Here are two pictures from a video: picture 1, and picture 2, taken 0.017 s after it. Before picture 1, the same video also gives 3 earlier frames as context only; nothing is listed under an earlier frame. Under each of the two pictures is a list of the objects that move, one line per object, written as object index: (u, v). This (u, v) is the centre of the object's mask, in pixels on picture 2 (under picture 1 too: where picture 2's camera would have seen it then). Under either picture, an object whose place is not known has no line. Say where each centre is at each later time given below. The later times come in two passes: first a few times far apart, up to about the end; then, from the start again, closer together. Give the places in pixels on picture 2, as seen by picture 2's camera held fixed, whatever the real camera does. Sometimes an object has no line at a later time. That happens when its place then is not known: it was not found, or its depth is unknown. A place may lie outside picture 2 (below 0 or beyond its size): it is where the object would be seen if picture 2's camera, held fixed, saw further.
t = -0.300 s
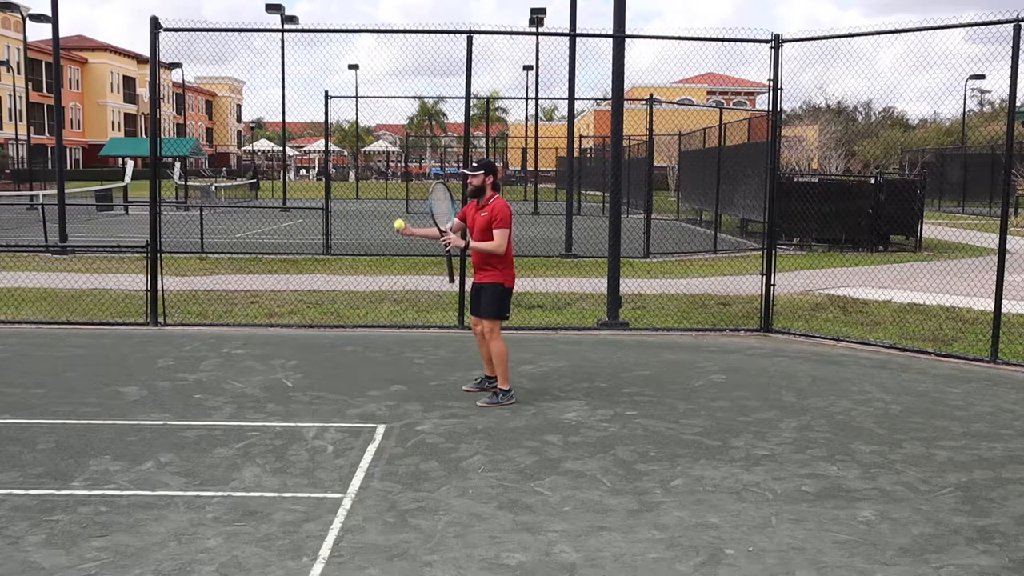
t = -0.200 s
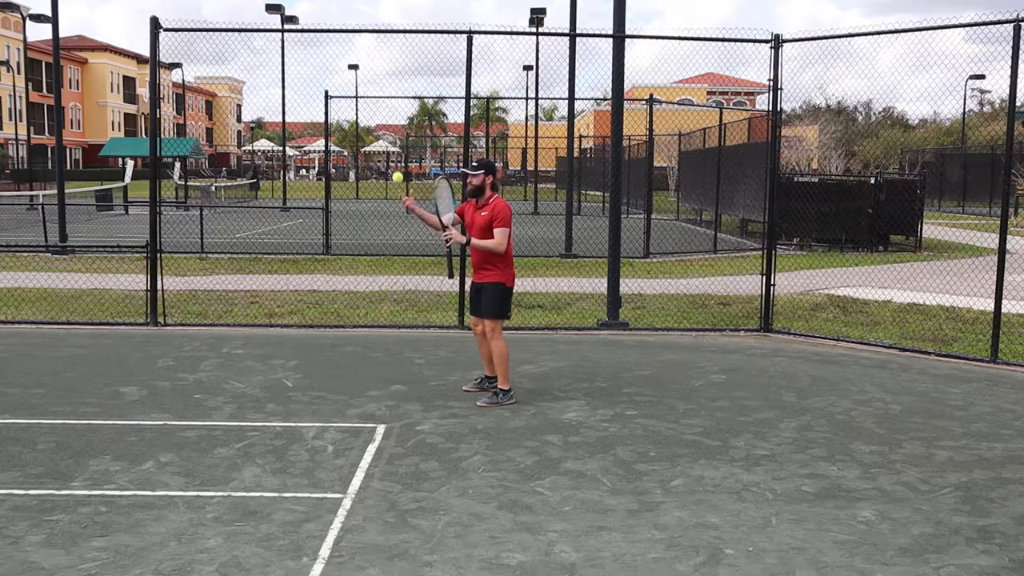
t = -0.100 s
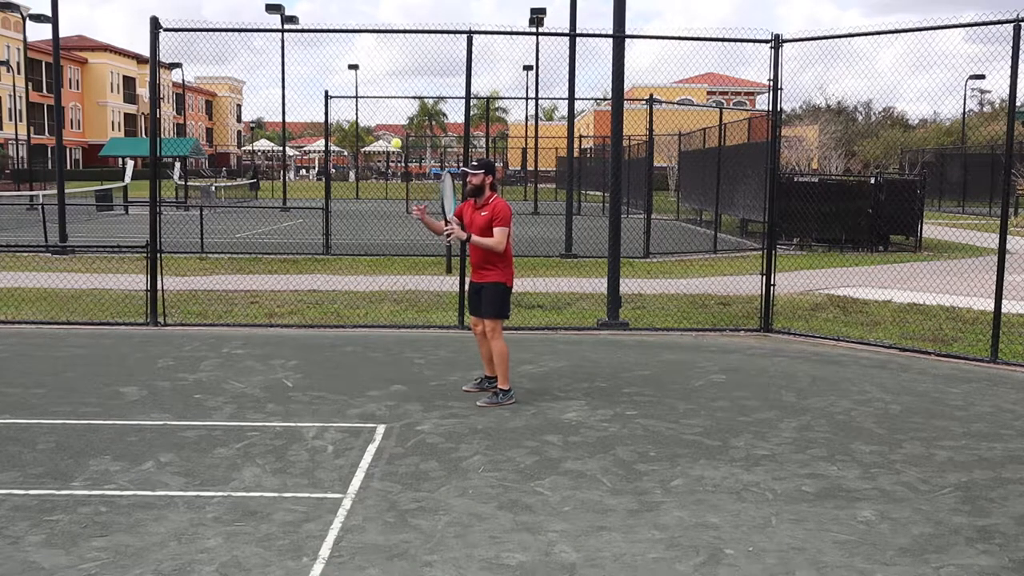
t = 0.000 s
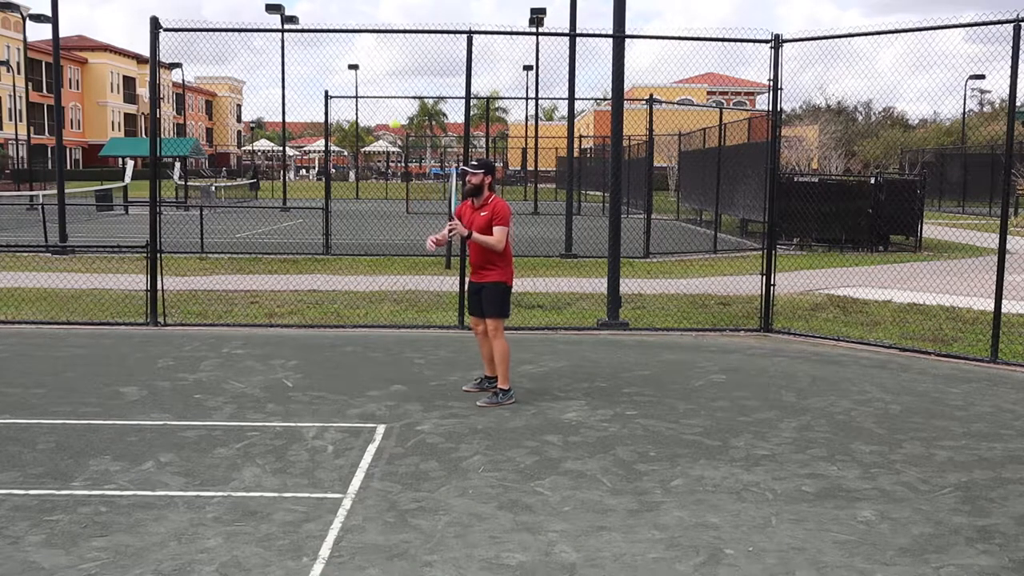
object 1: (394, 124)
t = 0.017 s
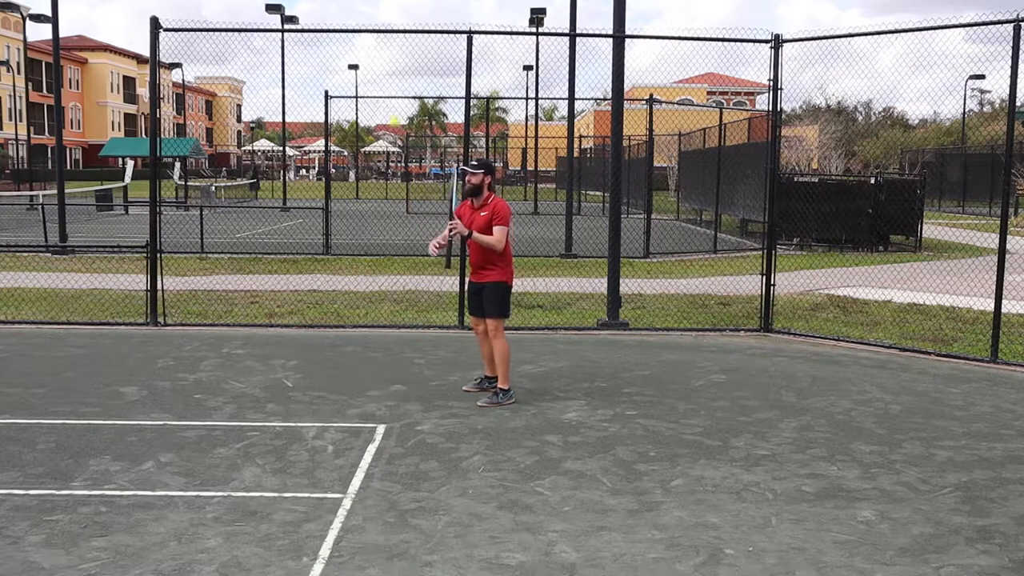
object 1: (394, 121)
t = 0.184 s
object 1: (391, 125)
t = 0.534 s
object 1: (387, 277)
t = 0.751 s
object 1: (384, 384)
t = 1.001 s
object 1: (379, 279)
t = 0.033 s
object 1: (393, 119)
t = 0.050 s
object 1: (393, 119)
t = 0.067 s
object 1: (393, 119)
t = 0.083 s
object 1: (393, 119)
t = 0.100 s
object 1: (393, 119)
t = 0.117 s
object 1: (393, 119)
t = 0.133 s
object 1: (393, 119)
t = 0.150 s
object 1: (393, 121)
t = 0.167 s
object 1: (392, 123)
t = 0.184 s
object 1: (391, 125)
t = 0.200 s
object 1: (391, 128)
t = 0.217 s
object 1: (391, 131)
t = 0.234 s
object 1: (390, 135)
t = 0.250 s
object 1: (390, 139)
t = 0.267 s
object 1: (390, 144)
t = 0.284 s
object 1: (390, 149)
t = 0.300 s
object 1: (389, 154)
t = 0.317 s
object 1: (389, 160)
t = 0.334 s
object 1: (389, 166)
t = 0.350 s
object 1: (389, 173)
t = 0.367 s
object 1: (388, 181)
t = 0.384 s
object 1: (388, 188)
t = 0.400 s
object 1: (388, 197)
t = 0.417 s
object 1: (388, 205)
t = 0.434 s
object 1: (388, 214)
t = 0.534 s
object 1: (387, 277)
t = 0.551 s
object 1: (386, 289)
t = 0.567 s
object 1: (386, 302)
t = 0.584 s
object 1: (386, 315)
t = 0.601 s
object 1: (386, 327)
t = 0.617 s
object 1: (386, 342)
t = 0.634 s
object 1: (386, 356)
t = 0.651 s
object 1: (386, 371)
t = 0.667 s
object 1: (385, 386)
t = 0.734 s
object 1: (385, 394)
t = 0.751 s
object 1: (384, 384)
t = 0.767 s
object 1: (384, 374)
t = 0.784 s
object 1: (384, 365)
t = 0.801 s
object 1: (383, 356)
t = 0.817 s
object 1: (383, 347)
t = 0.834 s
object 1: (383, 338)
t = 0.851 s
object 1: (382, 331)
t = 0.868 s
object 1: (382, 323)
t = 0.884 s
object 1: (382, 316)
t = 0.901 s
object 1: (381, 310)
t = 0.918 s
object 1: (381, 304)
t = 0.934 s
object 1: (381, 298)
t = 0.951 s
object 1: (381, 293)
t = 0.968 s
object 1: (380, 288)
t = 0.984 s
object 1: (380, 283)
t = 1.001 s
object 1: (379, 279)
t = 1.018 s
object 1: (379, 275)
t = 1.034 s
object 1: (379, 272)
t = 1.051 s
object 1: (379, 269)
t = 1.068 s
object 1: (379, 267)
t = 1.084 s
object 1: (378, 265)
